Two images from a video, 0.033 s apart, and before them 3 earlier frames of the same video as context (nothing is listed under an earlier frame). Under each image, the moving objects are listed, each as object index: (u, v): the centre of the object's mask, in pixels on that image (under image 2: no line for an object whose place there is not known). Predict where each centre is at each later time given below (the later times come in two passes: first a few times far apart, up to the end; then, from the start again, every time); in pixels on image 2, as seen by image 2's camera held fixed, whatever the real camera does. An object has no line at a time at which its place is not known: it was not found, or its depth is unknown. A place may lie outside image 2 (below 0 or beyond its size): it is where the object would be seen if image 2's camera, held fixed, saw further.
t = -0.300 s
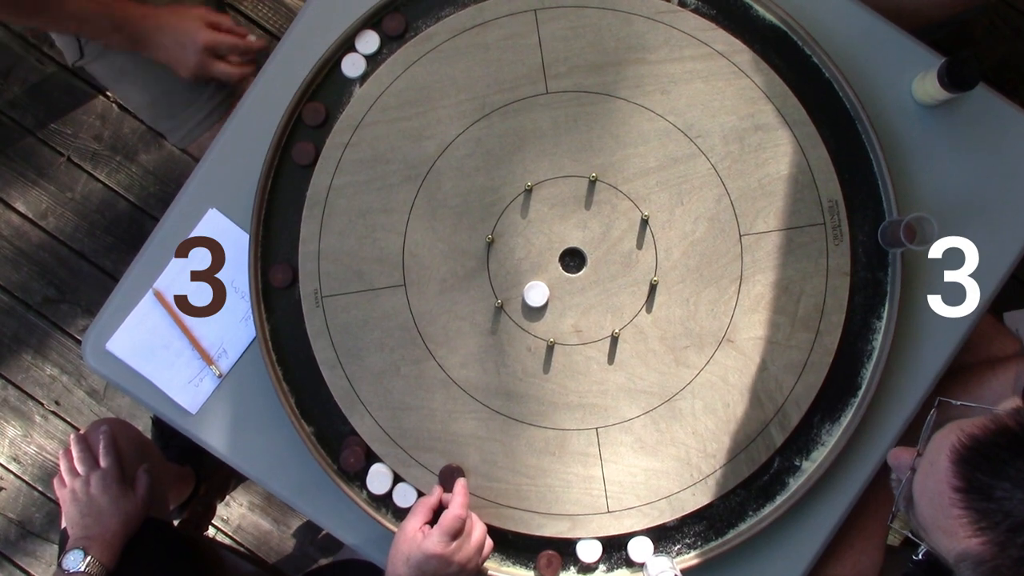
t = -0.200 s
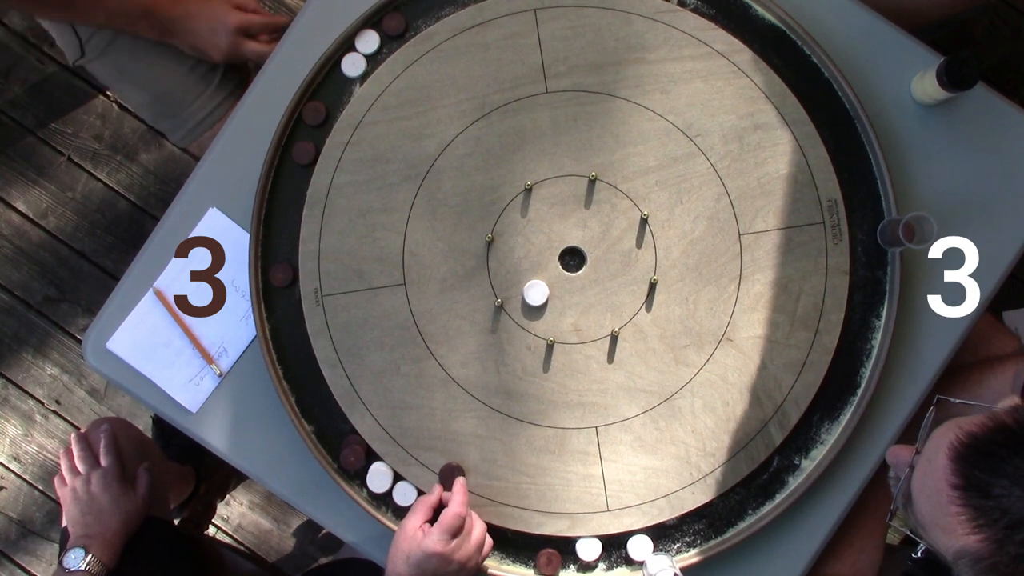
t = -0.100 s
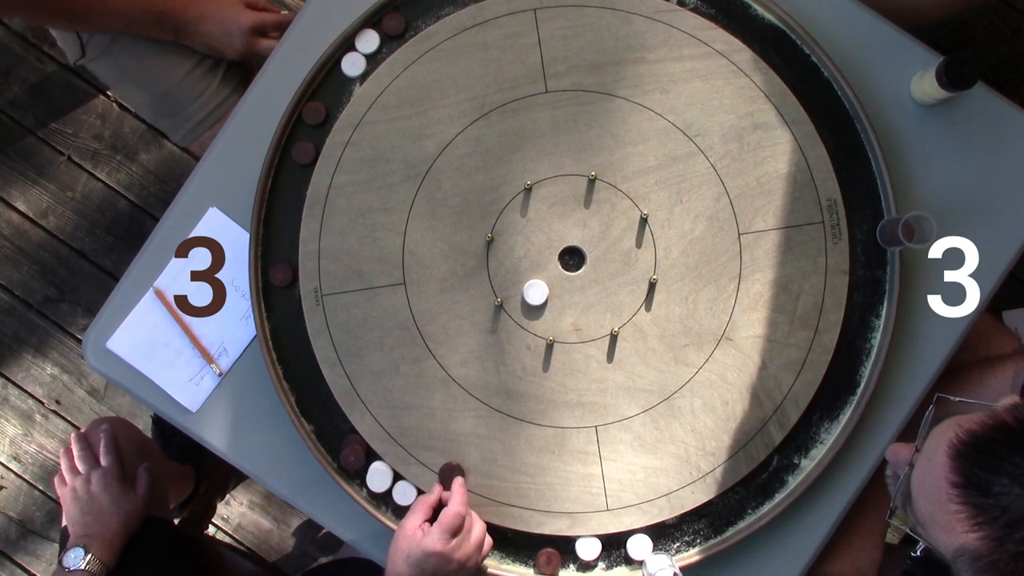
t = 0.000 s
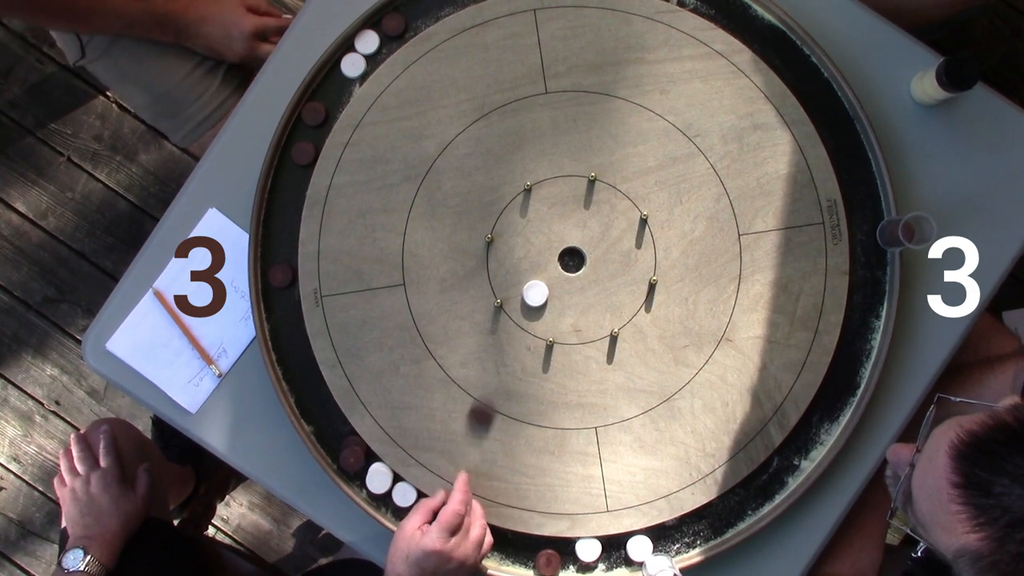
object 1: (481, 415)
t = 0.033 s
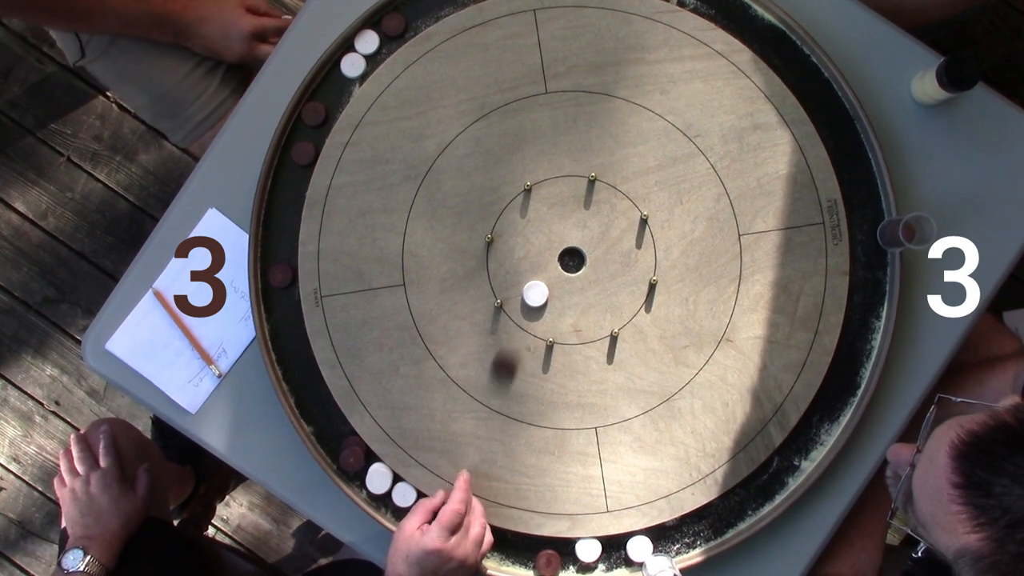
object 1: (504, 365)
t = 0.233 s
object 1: (547, 308)
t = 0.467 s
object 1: (550, 305)
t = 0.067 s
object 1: (526, 320)
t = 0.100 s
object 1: (531, 316)
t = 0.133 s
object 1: (537, 313)
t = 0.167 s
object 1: (541, 311)
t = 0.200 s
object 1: (544, 309)
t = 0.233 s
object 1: (547, 308)
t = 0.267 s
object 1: (548, 307)
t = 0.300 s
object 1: (549, 306)
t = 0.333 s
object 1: (550, 305)
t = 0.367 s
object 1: (550, 305)
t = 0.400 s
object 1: (550, 305)
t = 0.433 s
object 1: (550, 305)
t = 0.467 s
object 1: (550, 305)
